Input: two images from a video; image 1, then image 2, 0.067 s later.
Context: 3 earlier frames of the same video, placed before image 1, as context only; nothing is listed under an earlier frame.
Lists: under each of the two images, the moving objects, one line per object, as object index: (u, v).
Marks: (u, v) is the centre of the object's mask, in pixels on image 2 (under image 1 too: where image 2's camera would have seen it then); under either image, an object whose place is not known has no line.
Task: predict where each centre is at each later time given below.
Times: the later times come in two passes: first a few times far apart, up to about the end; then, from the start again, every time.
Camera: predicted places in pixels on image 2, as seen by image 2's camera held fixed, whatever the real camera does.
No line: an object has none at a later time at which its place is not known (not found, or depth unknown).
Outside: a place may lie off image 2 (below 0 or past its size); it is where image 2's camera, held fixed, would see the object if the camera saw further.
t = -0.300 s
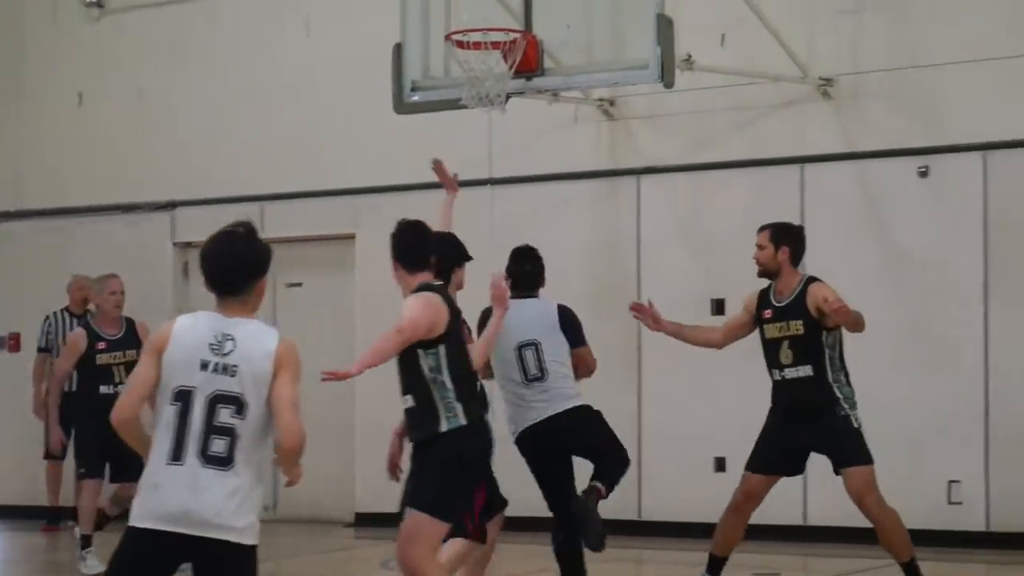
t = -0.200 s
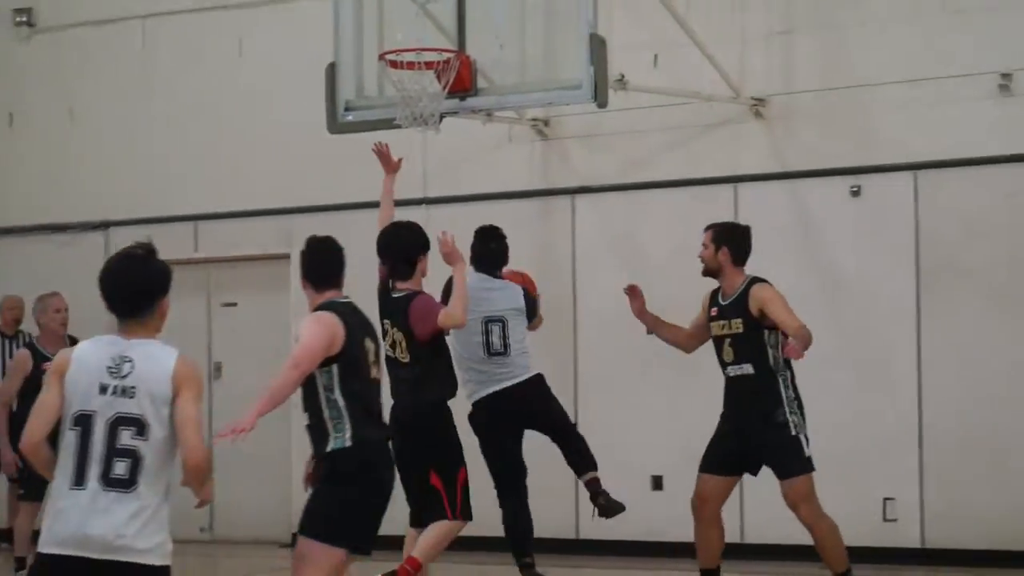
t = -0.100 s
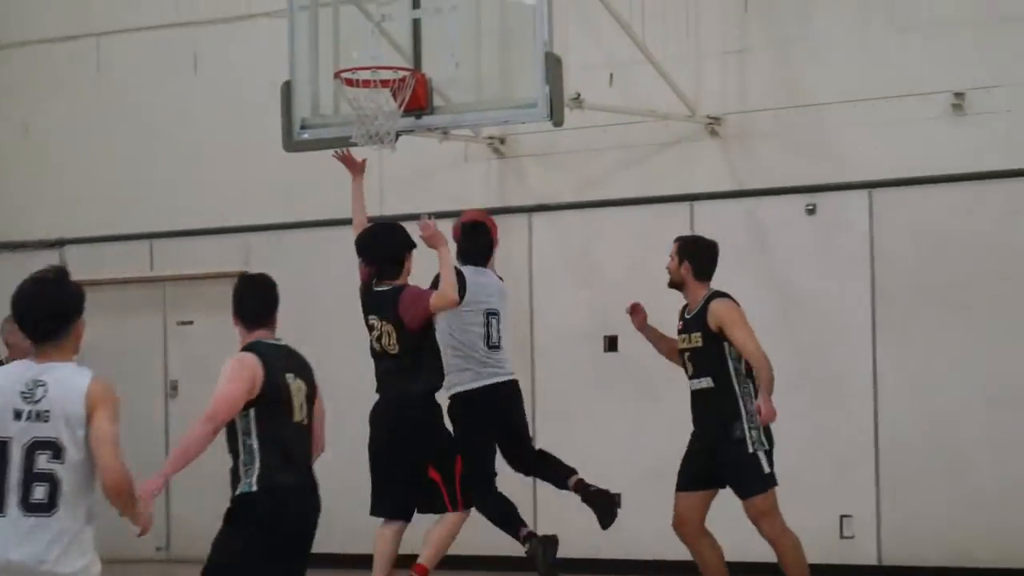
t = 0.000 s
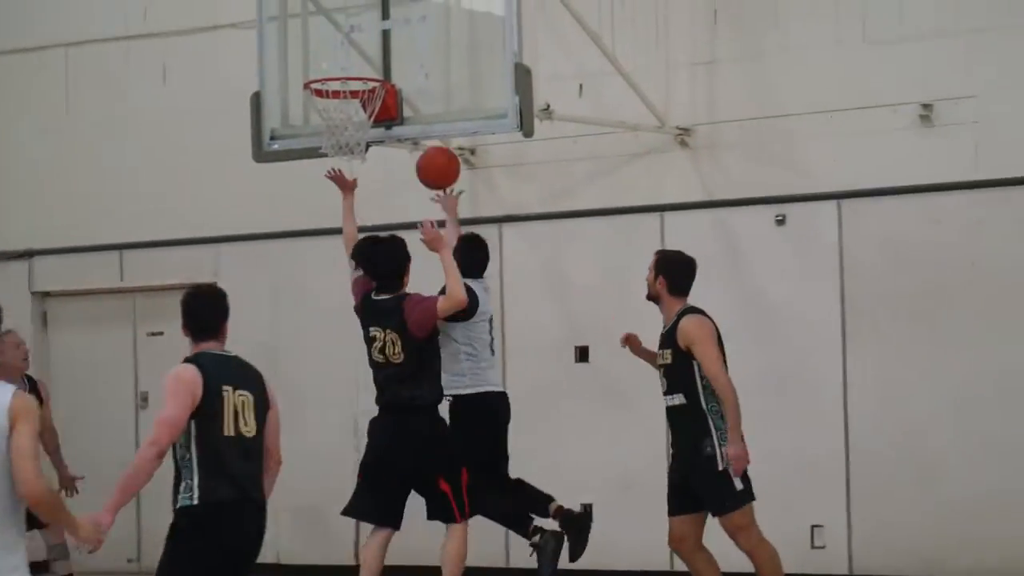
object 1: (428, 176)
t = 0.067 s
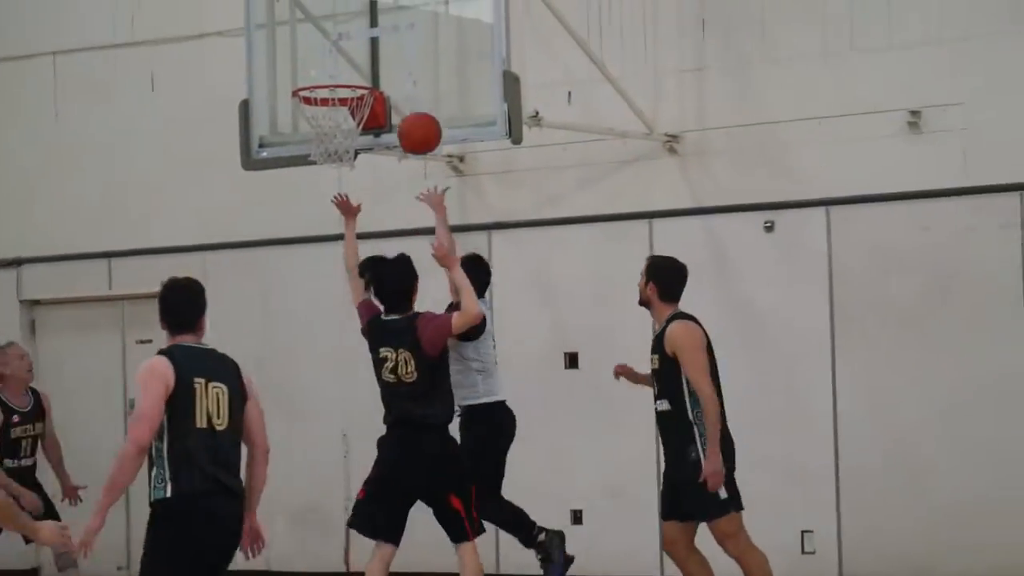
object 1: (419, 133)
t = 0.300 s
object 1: (396, 48)
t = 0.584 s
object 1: (375, 65)
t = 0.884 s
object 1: (327, 81)
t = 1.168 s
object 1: (322, 187)
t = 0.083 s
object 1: (418, 123)
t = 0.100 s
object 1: (416, 114)
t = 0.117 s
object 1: (415, 106)
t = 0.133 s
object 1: (413, 99)
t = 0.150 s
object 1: (411, 91)
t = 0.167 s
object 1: (409, 84)
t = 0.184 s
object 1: (408, 78)
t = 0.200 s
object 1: (406, 73)
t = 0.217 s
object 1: (405, 67)
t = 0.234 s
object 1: (403, 62)
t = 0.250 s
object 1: (402, 58)
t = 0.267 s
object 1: (400, 54)
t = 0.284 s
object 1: (398, 51)
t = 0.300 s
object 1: (396, 48)
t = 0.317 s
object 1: (395, 45)
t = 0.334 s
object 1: (393, 44)
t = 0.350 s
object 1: (392, 43)
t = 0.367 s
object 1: (391, 42)
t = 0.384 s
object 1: (389, 42)
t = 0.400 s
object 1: (388, 42)
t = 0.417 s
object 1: (386, 42)
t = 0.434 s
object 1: (384, 44)
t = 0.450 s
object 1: (383, 46)
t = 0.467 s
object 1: (381, 48)
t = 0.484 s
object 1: (380, 51)
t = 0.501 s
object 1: (379, 53)
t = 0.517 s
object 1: (377, 57)
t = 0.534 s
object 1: (375, 61)
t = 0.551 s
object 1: (374, 65)
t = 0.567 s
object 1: (375, 67)
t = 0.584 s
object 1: (375, 65)
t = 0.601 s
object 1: (376, 64)
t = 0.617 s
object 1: (373, 62)
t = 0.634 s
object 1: (371, 59)
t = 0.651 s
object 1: (368, 57)
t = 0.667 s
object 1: (365, 57)
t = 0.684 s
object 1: (362, 55)
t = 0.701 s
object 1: (359, 55)
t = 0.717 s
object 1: (356, 55)
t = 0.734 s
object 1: (353, 56)
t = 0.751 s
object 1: (351, 57)
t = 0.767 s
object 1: (348, 58)
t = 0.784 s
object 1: (345, 61)
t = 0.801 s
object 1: (341, 63)
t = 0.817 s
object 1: (339, 67)
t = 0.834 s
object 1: (336, 70)
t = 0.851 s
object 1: (333, 71)
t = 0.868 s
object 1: (330, 74)
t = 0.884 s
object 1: (327, 81)
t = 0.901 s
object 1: (326, 89)
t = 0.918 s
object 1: (324, 94)
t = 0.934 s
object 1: (323, 99)
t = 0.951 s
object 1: (323, 105)
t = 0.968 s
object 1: (321, 111)
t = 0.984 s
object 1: (321, 115)
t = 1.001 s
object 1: (321, 123)
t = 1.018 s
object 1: (321, 129)
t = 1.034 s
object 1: (322, 133)
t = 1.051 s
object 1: (322, 136)
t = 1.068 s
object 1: (322, 145)
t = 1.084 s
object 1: (321, 151)
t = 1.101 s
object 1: (322, 158)
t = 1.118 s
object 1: (320, 169)
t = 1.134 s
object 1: (321, 174)
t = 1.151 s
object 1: (322, 180)
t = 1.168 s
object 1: (322, 187)
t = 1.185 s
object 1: (322, 196)
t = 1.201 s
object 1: (323, 205)
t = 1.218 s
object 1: (323, 214)
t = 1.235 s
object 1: (322, 224)
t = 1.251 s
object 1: (322, 234)
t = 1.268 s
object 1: (322, 245)
